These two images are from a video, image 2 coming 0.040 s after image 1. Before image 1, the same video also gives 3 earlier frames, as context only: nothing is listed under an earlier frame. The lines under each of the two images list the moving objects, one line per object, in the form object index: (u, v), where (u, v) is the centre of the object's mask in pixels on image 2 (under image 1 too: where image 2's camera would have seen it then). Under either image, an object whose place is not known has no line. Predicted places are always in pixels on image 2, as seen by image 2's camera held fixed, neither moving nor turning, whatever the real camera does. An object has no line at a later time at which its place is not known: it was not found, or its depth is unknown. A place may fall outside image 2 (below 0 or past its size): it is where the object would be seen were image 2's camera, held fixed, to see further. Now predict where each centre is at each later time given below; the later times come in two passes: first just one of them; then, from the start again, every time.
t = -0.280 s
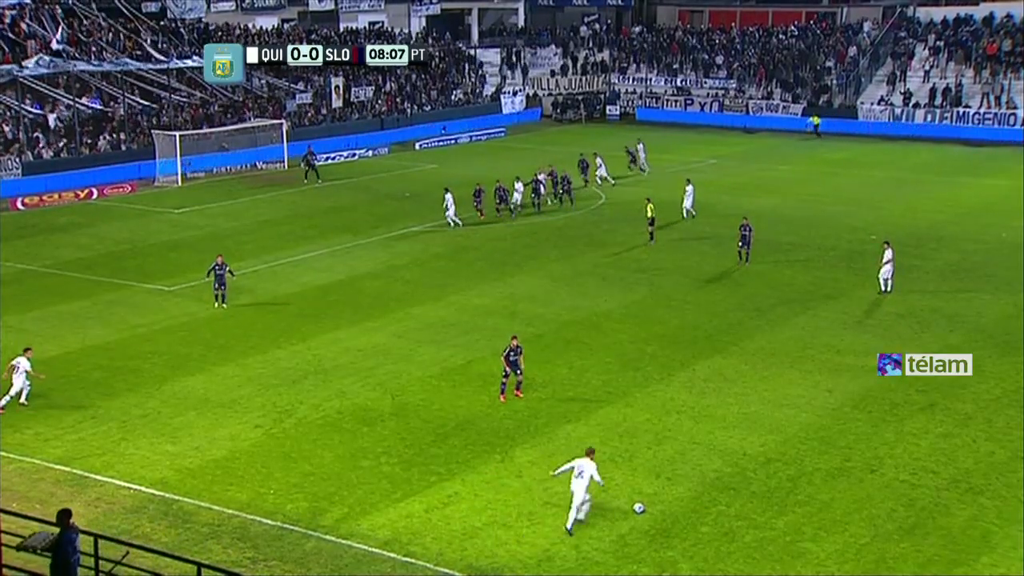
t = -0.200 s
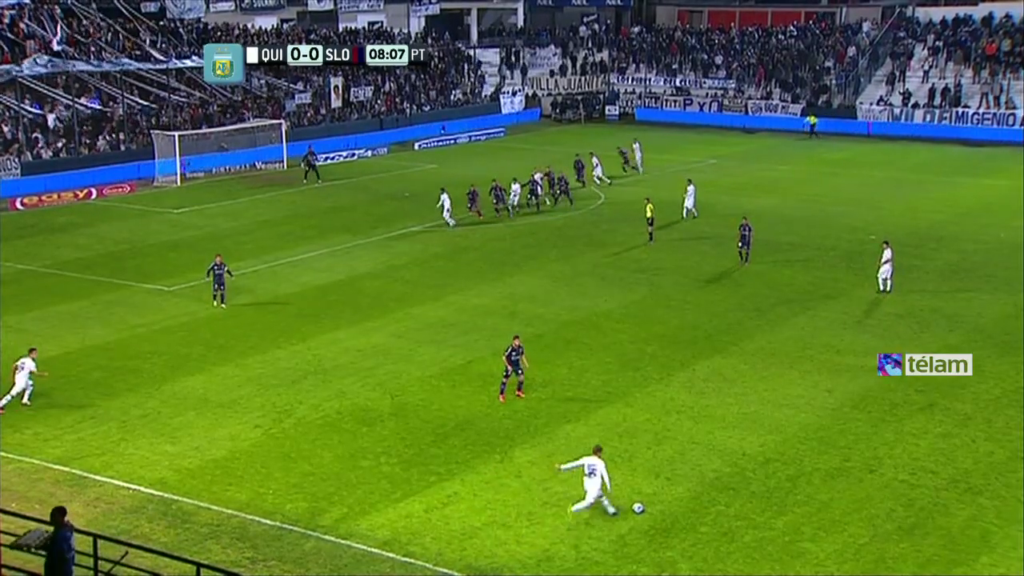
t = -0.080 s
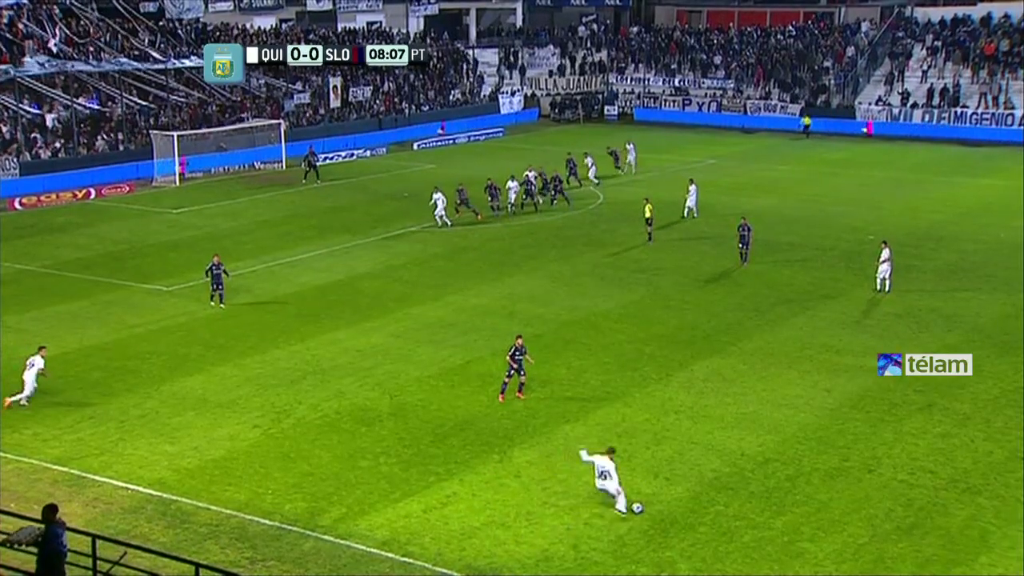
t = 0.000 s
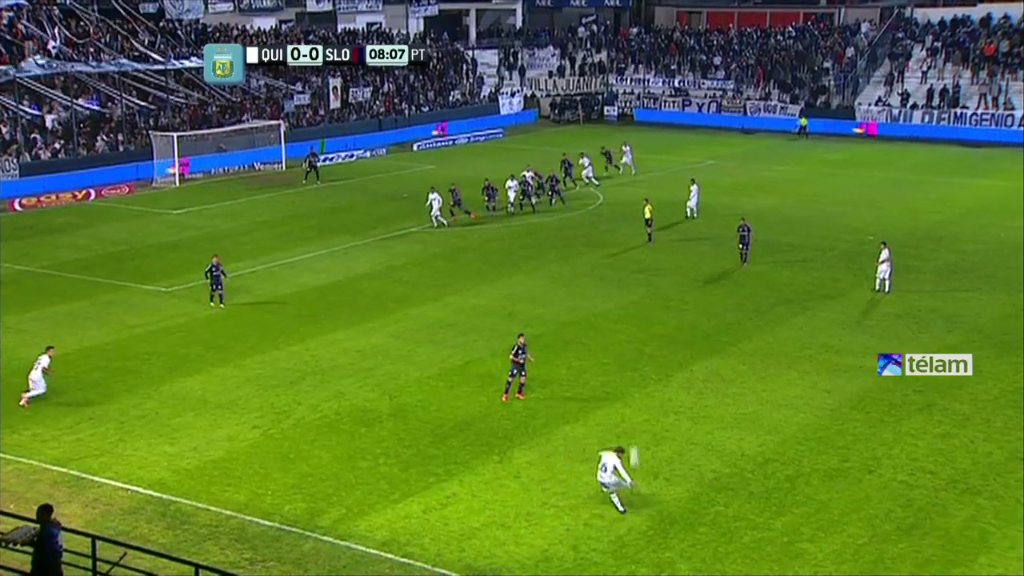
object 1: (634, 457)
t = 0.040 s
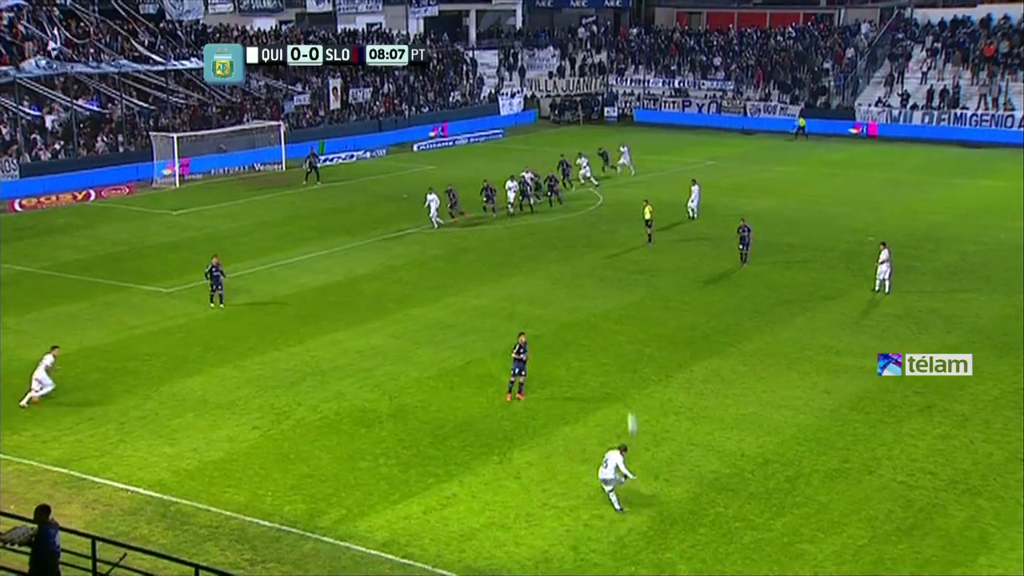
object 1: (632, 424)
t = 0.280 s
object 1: (602, 280)
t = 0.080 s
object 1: (628, 392)
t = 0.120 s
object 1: (624, 365)
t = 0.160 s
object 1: (619, 340)
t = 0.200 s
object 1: (614, 318)
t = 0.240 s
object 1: (609, 298)
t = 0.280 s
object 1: (602, 280)
